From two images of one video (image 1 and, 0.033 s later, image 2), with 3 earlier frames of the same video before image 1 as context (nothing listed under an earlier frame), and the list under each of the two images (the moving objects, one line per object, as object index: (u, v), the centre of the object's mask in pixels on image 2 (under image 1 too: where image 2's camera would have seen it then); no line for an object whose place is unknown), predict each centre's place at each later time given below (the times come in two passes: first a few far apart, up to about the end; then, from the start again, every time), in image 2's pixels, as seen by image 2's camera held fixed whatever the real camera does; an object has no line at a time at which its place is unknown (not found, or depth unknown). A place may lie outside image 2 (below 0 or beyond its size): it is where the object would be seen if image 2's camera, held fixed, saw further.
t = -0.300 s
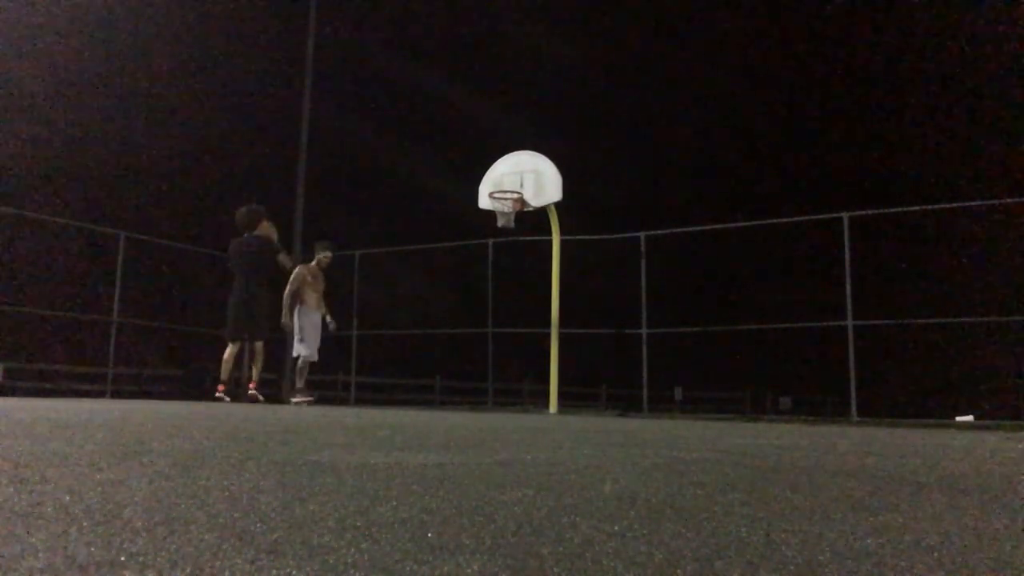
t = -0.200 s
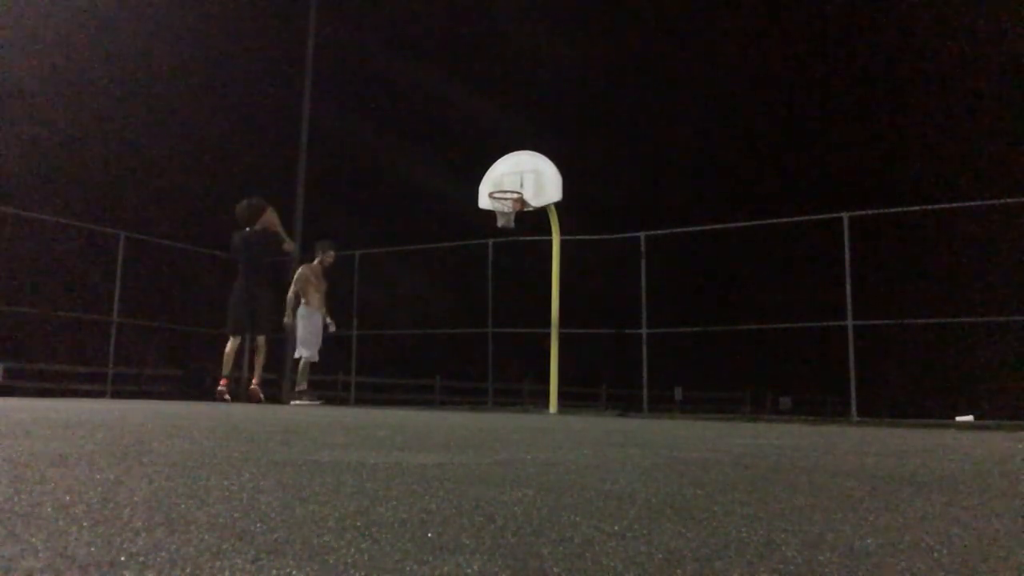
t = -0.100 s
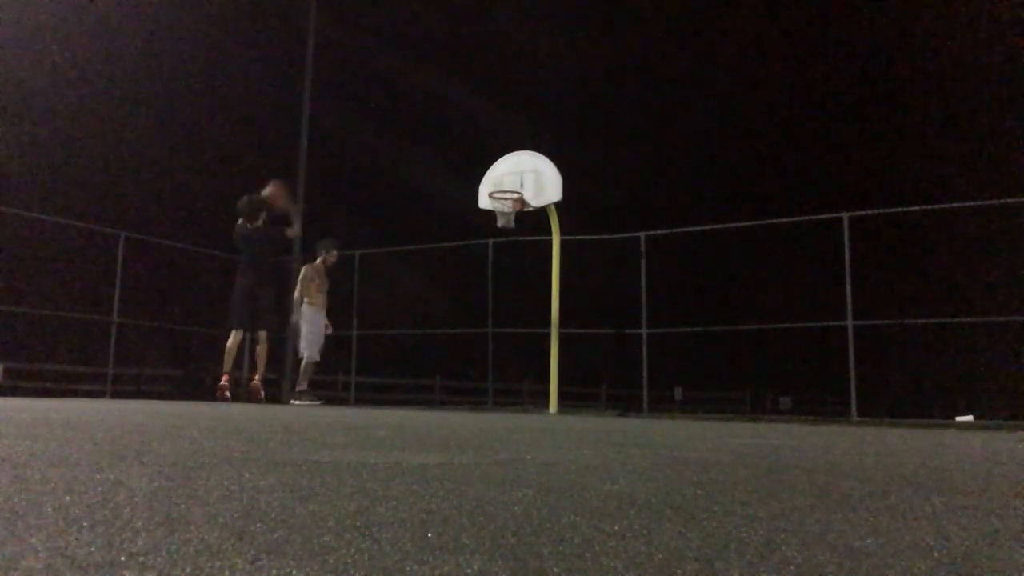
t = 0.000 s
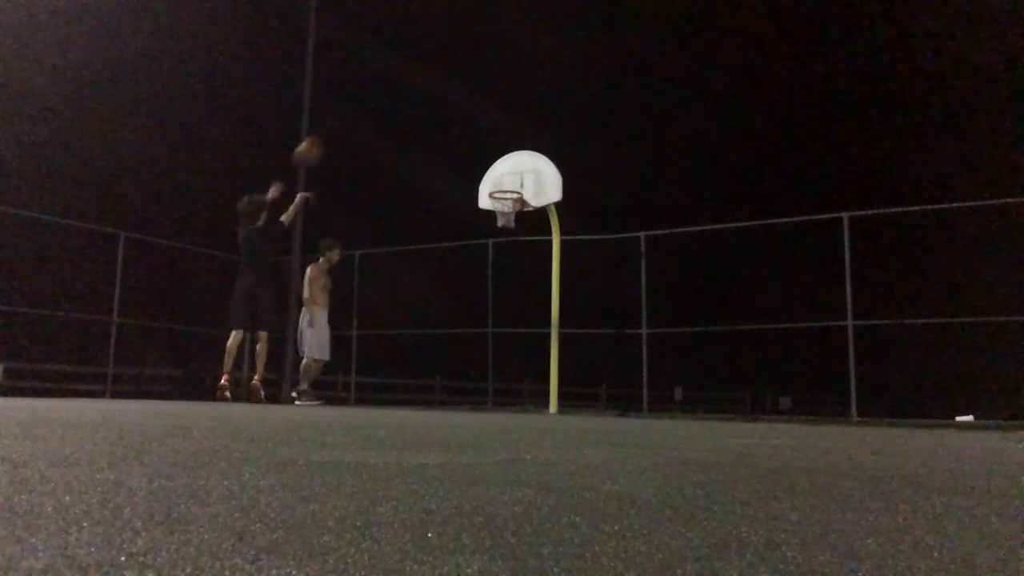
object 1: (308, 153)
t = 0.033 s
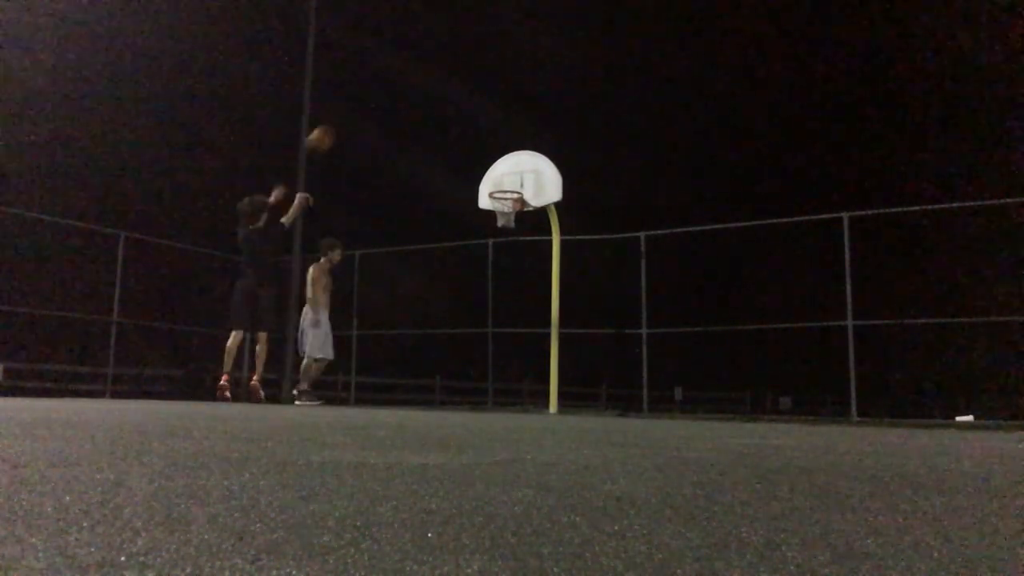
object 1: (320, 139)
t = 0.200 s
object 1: (371, 100)
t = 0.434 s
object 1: (427, 88)
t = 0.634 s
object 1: (466, 109)
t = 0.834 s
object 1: (497, 154)
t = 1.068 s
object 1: (485, 174)
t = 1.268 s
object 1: (434, 167)
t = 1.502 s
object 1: (374, 194)
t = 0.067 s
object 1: (331, 129)
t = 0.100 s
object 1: (341, 120)
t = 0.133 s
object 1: (351, 112)
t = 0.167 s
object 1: (361, 106)
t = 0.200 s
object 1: (371, 100)
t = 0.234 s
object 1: (379, 95)
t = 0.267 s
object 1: (388, 92)
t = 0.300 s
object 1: (396, 89)
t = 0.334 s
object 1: (405, 87)
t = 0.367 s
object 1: (412, 87)
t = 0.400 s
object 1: (420, 87)
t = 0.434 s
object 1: (427, 88)
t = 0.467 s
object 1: (434, 90)
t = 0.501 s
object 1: (441, 92)
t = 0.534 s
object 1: (447, 95)
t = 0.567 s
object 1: (454, 99)
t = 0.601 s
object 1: (460, 104)
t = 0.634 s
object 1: (466, 109)
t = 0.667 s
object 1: (472, 116)
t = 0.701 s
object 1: (477, 122)
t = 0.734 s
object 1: (483, 129)
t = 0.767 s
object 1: (489, 137)
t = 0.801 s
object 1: (493, 145)
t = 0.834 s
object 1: (497, 154)
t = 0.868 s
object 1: (504, 164)
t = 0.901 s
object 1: (509, 174)
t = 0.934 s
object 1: (514, 185)
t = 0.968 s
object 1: (512, 188)
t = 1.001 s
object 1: (503, 183)
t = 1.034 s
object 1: (495, 178)
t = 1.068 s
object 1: (485, 174)
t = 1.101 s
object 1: (476, 170)
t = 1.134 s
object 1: (470, 169)
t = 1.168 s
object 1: (461, 167)
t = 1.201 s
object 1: (452, 167)
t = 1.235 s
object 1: (444, 166)
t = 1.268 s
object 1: (434, 167)
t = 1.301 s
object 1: (425, 169)
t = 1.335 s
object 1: (419, 171)
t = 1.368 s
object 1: (409, 174)
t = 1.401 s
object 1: (401, 177)
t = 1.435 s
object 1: (392, 182)
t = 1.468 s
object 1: (383, 187)
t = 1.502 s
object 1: (374, 194)
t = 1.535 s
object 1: (366, 200)
